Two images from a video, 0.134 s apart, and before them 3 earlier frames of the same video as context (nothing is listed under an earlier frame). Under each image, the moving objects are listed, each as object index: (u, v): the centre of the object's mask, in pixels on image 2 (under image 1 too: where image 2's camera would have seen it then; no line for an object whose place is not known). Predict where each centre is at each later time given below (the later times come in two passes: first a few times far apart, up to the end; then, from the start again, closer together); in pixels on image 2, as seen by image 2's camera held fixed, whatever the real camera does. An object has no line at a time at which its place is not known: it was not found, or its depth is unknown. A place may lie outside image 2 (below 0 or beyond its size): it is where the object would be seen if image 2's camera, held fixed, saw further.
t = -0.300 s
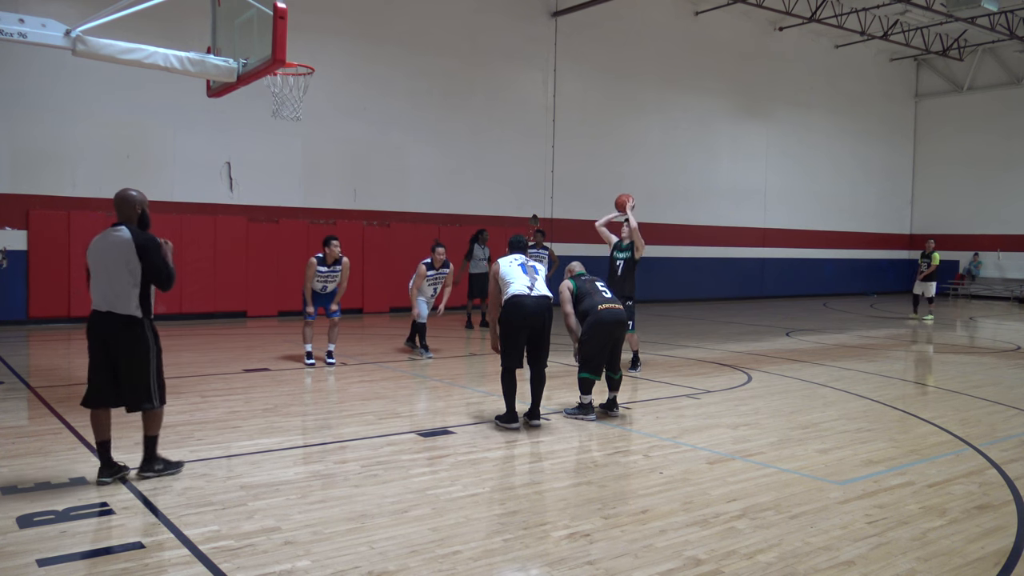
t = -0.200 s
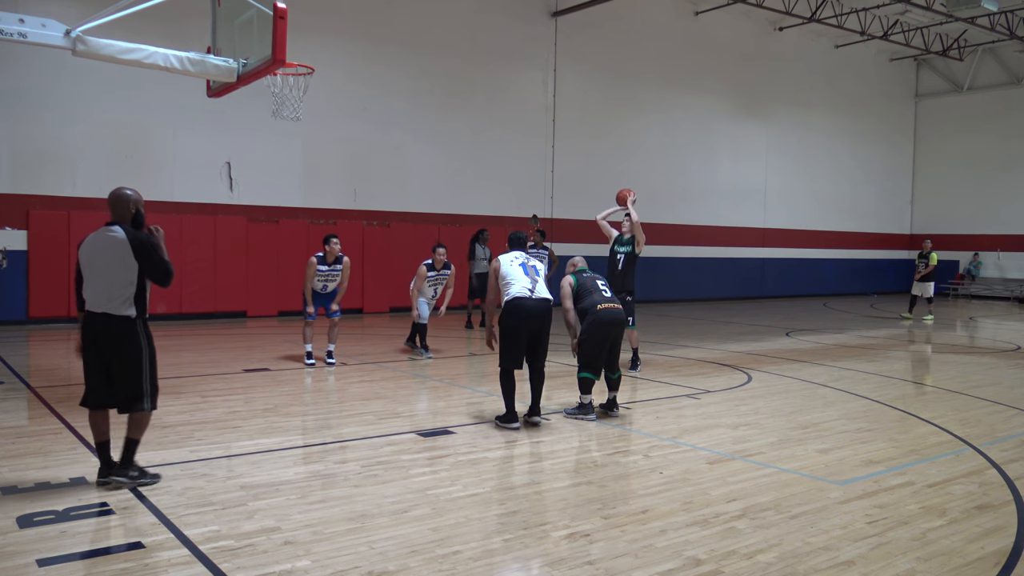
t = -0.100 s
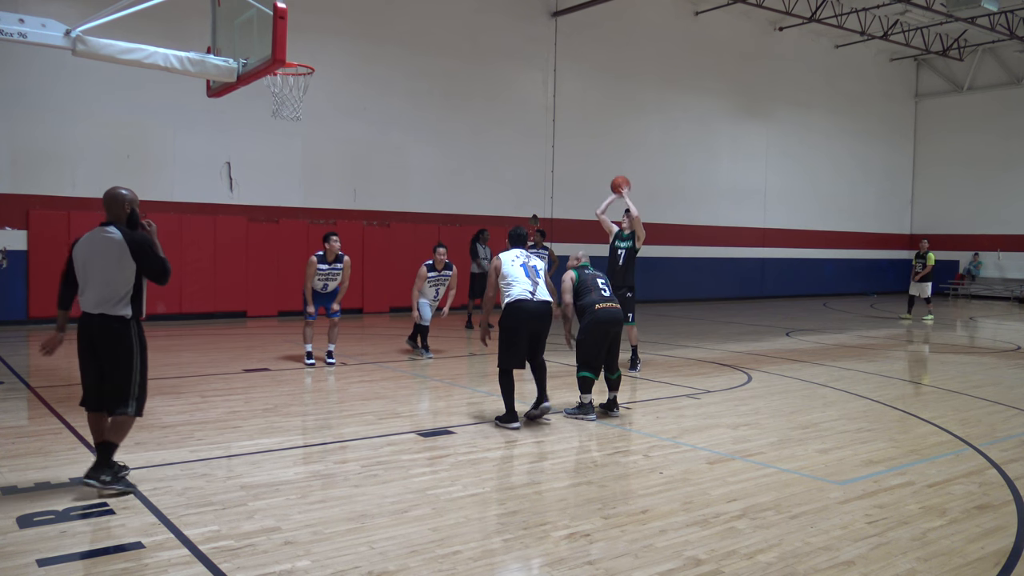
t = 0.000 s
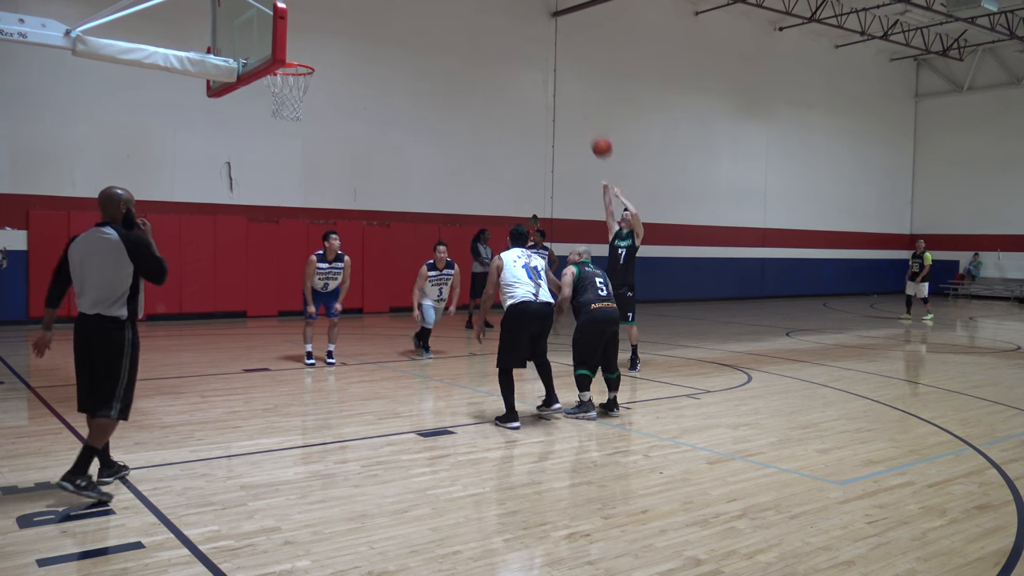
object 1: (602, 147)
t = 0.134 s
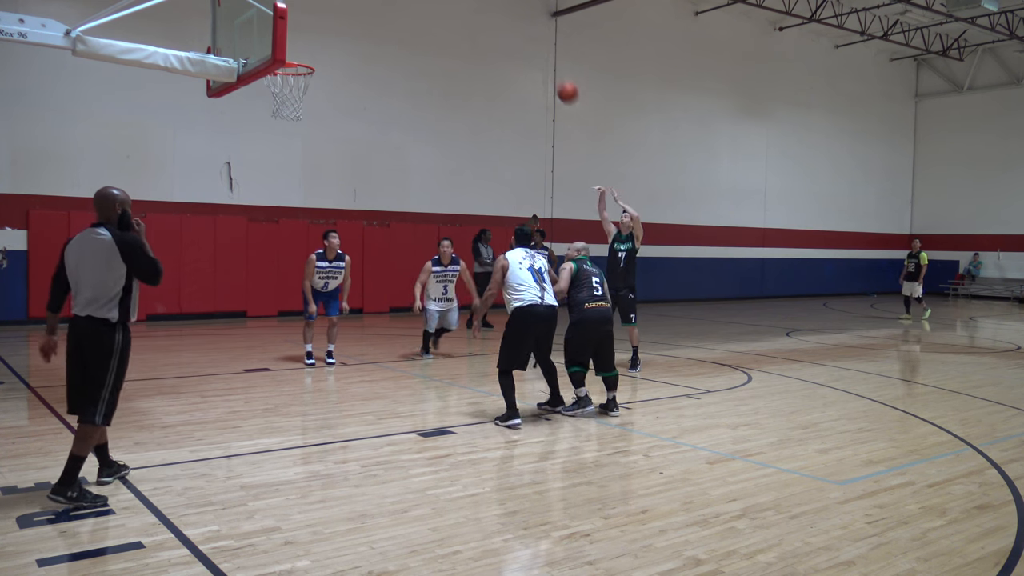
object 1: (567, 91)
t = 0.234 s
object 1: (539, 57)
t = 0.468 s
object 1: (470, 9)
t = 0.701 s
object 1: (390, 8)
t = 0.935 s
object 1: (302, 56)
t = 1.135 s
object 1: (273, 101)
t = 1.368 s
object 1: (286, 184)
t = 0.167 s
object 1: (558, 79)
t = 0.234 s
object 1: (539, 57)
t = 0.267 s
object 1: (530, 48)
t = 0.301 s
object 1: (521, 39)
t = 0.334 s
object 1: (511, 31)
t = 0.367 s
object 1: (501, 24)
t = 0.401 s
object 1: (491, 17)
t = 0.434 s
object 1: (480, 12)
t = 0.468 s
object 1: (470, 9)
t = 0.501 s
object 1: (459, 7)
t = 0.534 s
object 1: (448, 6)
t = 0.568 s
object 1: (437, 6)
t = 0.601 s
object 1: (426, 5)
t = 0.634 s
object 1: (414, 6)
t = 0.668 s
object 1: (403, 6)
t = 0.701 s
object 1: (390, 8)
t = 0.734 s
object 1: (379, 10)
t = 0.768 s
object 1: (366, 14)
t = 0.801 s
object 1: (353, 21)
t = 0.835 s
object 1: (341, 29)
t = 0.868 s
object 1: (328, 38)
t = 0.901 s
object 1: (315, 48)
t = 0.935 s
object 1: (302, 56)
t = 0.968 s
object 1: (292, 68)
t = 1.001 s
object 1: (280, 77)
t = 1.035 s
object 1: (271, 82)
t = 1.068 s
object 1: (270, 88)
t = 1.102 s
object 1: (271, 95)
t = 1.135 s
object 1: (273, 101)
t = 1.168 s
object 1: (275, 110)
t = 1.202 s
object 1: (277, 119)
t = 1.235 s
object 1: (279, 129)
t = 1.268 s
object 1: (280, 141)
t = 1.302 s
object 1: (282, 154)
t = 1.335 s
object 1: (284, 168)
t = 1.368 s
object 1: (286, 184)
